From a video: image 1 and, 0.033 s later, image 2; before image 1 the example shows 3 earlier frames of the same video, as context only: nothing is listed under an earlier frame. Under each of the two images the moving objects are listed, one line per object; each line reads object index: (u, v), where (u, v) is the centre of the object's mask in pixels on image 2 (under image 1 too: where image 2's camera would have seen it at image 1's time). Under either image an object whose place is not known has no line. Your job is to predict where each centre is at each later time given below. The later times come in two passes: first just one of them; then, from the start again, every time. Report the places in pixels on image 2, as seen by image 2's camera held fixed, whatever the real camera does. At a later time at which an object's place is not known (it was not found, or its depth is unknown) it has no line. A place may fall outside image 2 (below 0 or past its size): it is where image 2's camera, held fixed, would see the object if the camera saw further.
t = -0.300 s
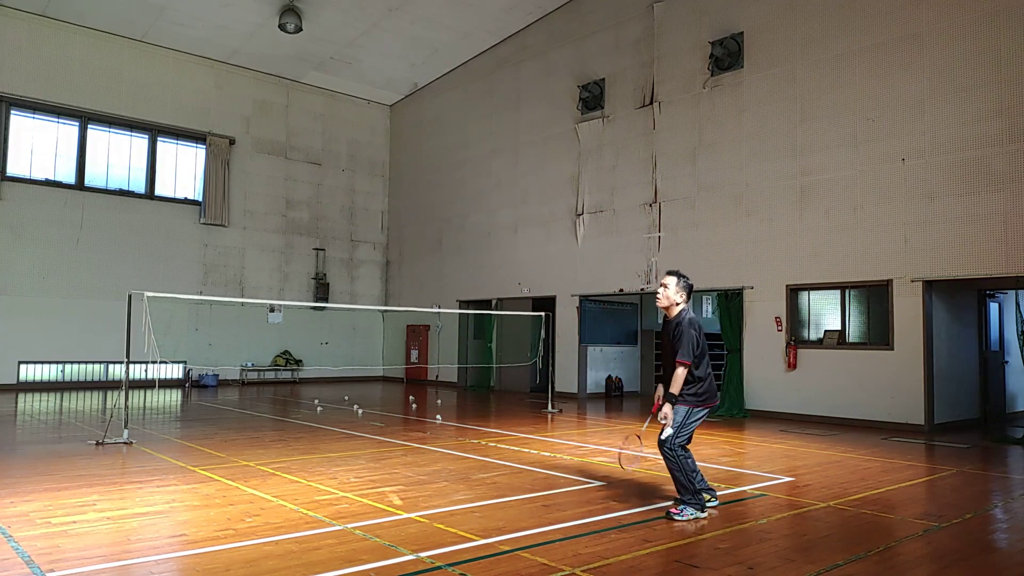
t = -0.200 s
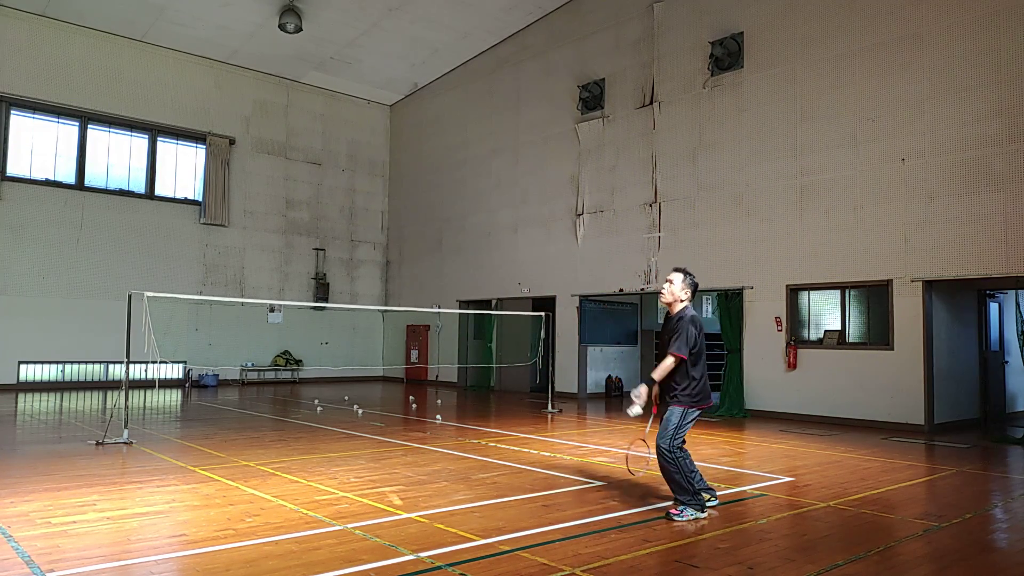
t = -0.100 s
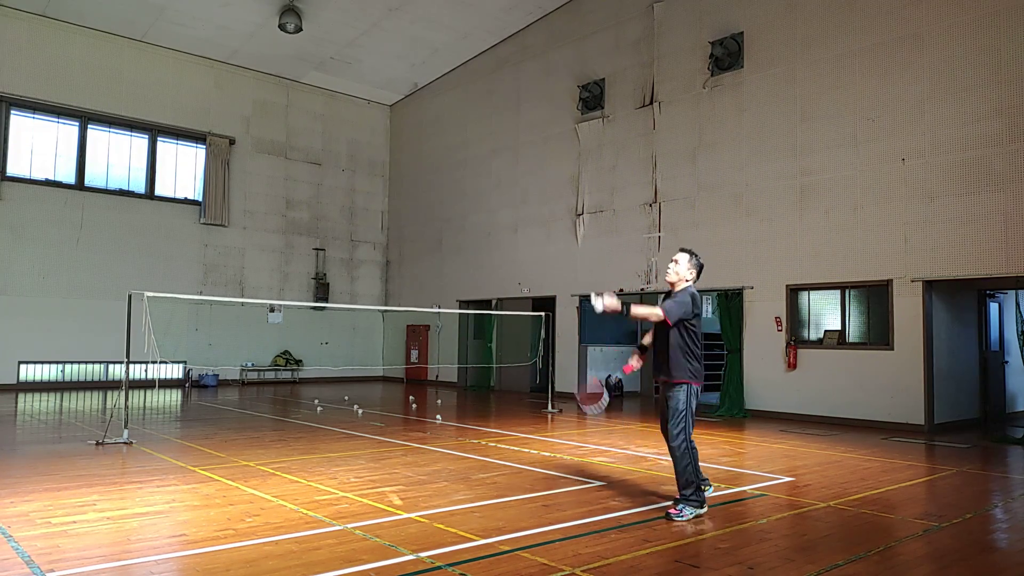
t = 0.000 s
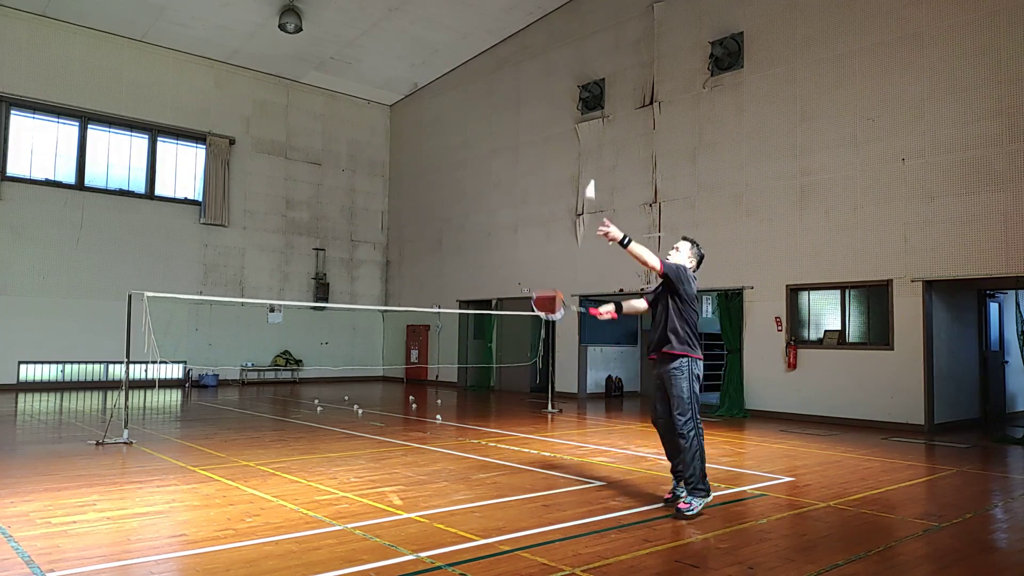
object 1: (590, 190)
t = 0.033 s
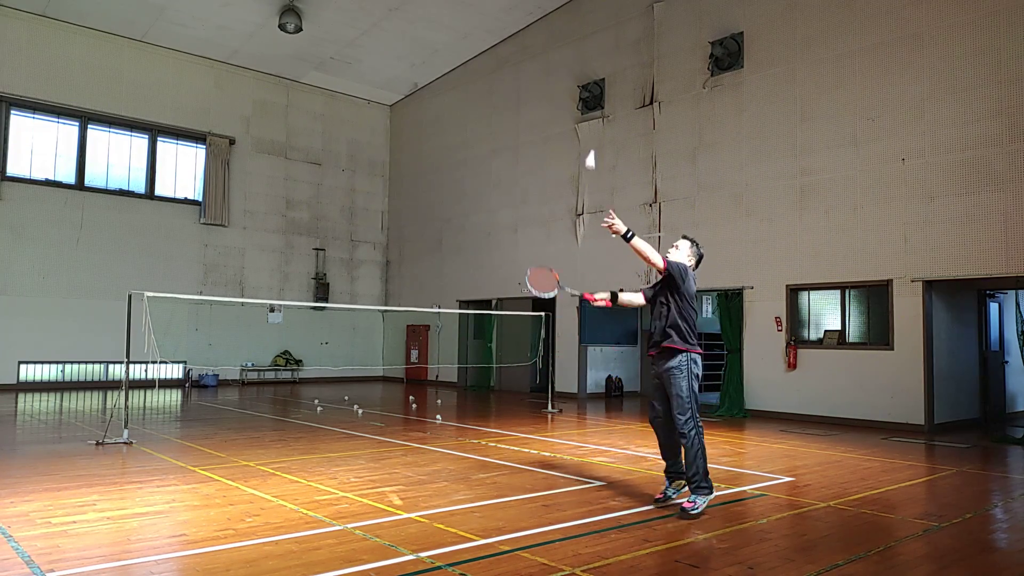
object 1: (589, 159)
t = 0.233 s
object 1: (591, 34)
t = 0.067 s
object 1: (590, 133)
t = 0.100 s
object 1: (591, 109)
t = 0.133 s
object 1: (591, 88)
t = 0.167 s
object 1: (591, 68)
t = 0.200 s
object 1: (591, 50)
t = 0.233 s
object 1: (591, 34)
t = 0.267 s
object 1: (590, 20)
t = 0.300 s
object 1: (590, 9)
